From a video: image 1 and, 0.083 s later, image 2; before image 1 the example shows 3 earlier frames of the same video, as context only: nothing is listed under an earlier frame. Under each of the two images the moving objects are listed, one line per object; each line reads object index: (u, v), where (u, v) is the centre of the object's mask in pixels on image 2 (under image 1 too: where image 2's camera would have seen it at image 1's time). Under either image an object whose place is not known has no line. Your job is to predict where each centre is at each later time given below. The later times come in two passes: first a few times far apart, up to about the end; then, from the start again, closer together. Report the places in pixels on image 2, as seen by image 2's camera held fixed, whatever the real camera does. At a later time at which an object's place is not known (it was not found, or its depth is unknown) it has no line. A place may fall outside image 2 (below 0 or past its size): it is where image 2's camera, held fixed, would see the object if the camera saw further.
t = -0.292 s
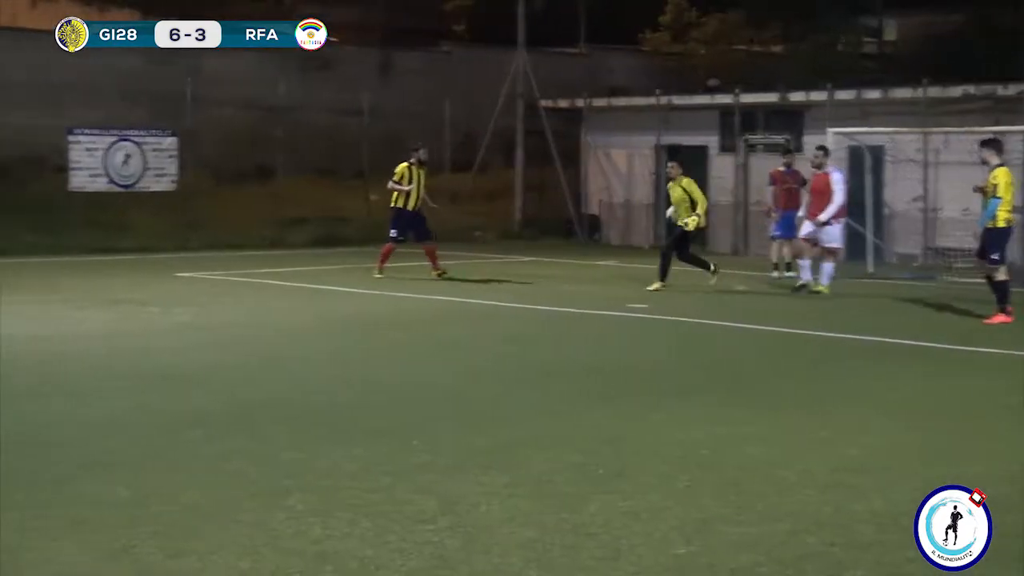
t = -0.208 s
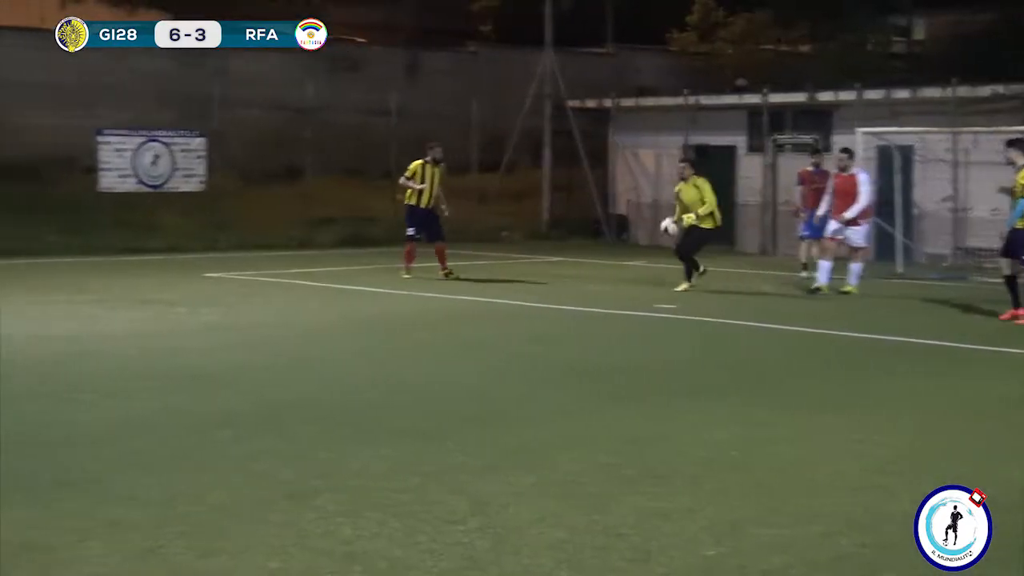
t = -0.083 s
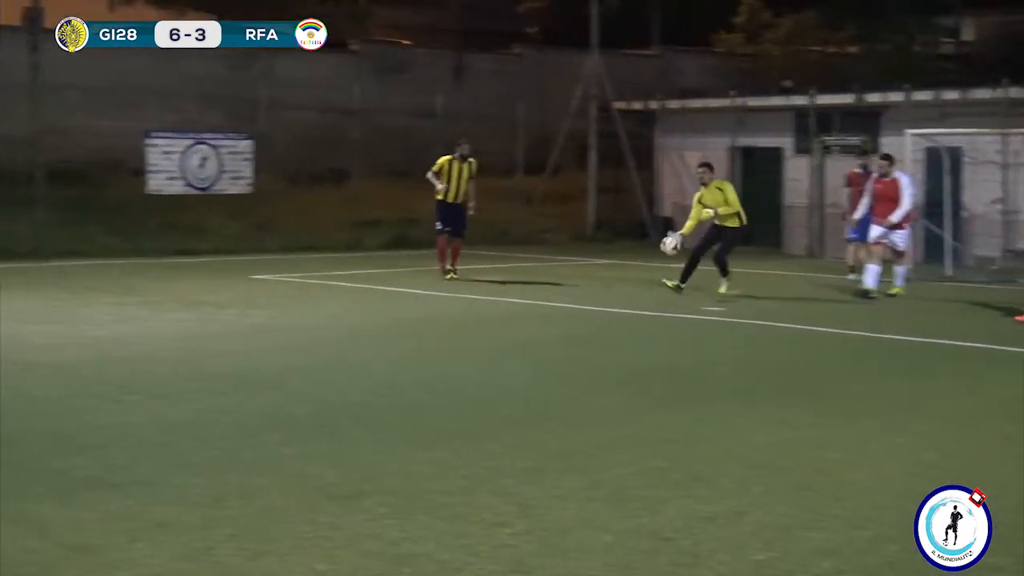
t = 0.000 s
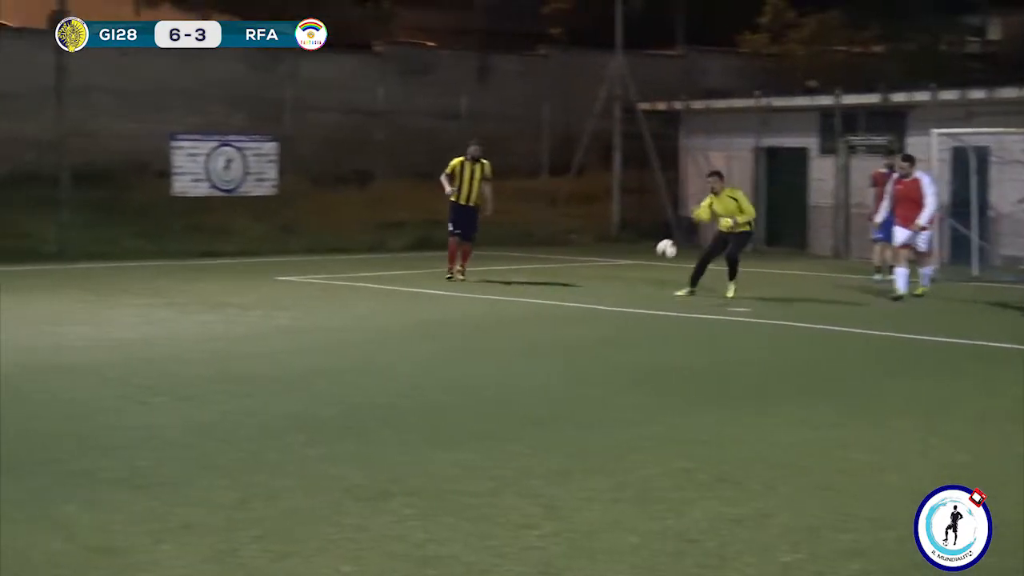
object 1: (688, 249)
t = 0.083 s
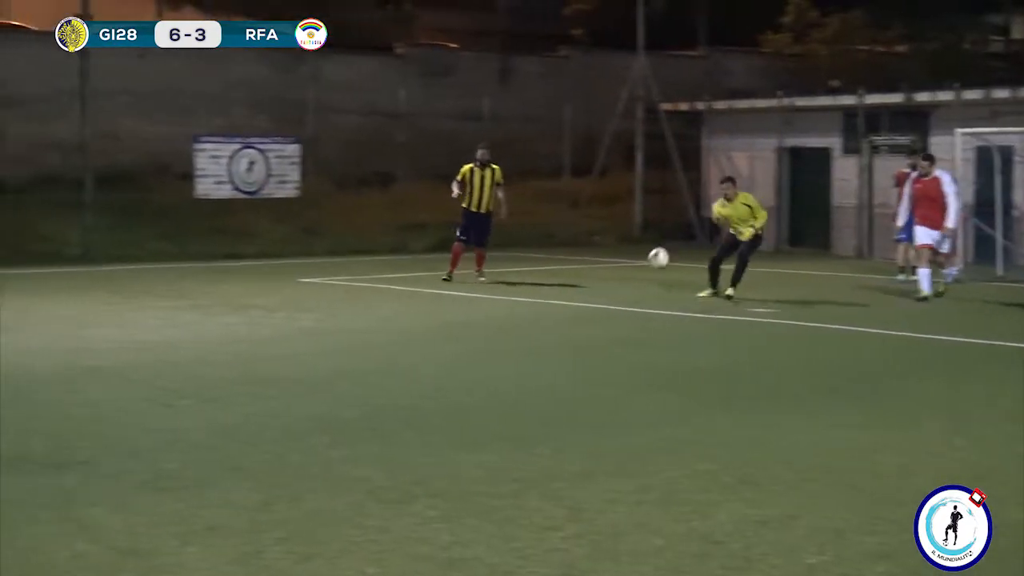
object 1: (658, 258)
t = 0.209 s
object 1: (610, 284)
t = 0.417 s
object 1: (539, 291)
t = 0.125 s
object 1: (643, 265)
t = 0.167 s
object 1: (626, 274)
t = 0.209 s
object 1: (610, 284)
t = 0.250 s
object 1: (592, 299)
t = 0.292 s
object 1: (573, 310)
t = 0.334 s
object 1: (562, 301)
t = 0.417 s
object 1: (539, 291)
